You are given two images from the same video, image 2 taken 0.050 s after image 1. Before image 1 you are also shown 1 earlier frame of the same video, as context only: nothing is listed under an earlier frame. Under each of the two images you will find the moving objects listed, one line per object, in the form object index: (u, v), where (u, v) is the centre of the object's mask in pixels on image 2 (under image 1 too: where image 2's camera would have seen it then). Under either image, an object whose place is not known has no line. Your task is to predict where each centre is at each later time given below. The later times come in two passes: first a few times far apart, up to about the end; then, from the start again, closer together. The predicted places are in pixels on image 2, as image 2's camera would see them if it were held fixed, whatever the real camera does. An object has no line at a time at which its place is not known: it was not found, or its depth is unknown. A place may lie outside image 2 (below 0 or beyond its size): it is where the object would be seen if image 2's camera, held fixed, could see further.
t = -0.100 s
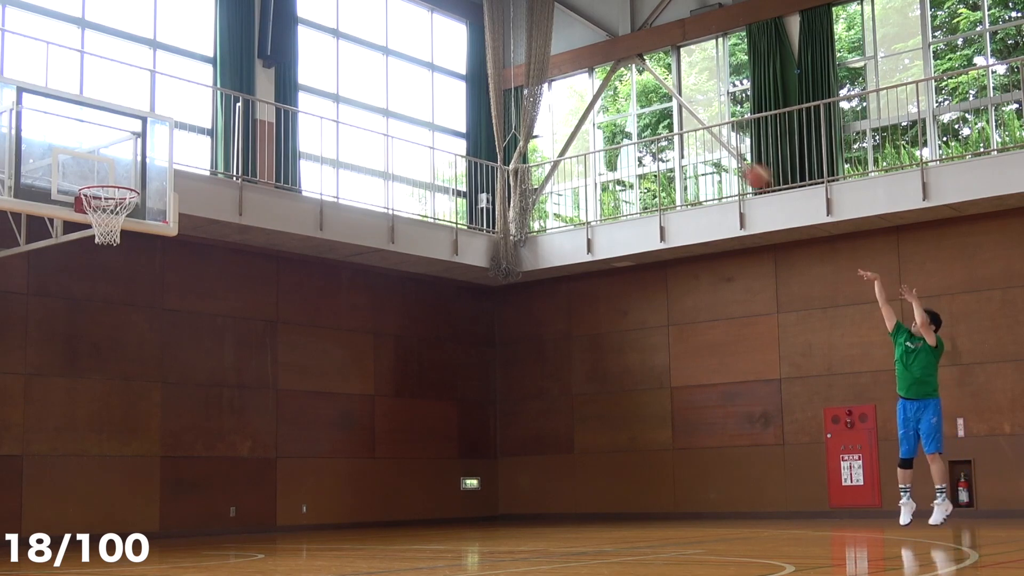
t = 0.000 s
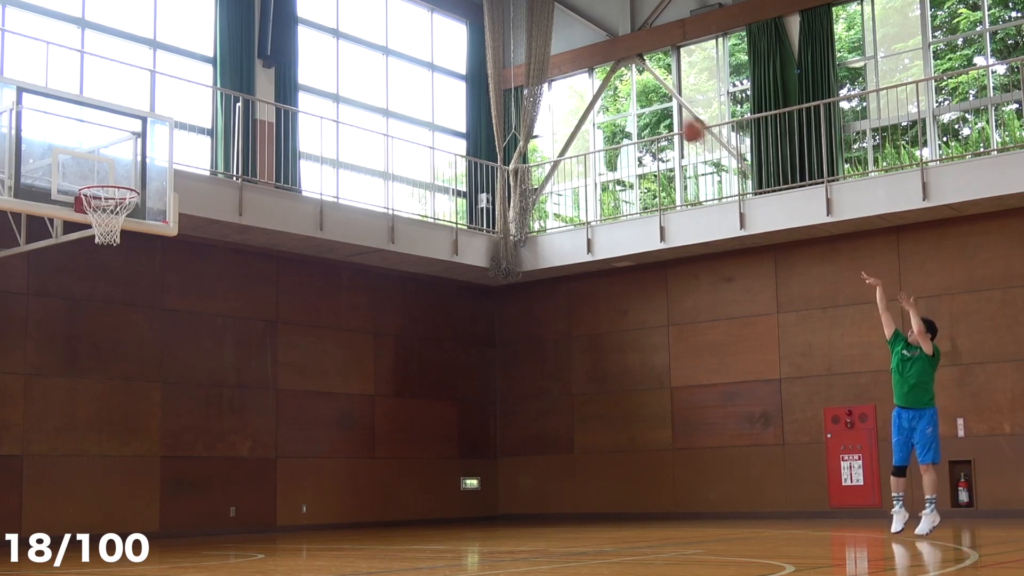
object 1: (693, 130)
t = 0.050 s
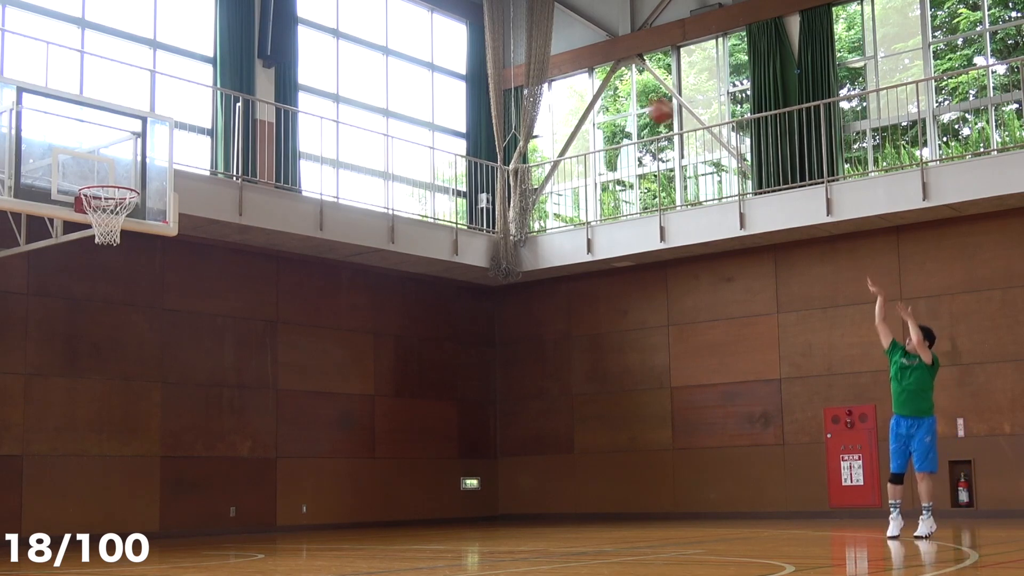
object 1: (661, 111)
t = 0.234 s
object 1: (542, 62)
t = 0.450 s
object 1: (405, 48)
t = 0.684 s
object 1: (251, 87)
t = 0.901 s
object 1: (107, 176)
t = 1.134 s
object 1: (95, 155)
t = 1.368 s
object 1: (143, 159)
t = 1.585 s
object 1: (191, 223)
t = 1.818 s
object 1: (245, 363)
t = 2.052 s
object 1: (297, 522)
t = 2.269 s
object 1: (318, 385)
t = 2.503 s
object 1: (341, 308)
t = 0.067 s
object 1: (651, 105)
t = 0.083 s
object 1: (641, 99)
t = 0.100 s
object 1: (630, 94)
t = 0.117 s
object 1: (619, 89)
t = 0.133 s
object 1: (609, 84)
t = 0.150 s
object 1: (599, 79)
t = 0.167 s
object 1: (587, 74)
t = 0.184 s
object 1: (574, 71)
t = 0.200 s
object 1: (562, 67)
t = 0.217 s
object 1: (553, 64)
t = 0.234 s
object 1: (542, 62)
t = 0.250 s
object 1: (533, 59)
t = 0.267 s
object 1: (522, 56)
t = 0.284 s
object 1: (512, 54)
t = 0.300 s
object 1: (501, 53)
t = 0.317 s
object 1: (490, 50)
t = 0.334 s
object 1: (480, 49)
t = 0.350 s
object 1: (473, 48)
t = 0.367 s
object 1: (461, 47)
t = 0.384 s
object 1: (448, 47)
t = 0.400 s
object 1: (437, 46)
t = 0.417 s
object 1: (427, 47)
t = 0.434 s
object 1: (416, 47)
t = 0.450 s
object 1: (405, 48)
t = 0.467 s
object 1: (394, 48)
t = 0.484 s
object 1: (384, 49)
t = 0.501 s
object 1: (374, 51)
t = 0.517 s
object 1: (363, 53)
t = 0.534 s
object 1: (351, 55)
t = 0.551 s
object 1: (340, 58)
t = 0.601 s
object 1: (305, 67)
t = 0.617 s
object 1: (292, 71)
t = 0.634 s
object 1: (284, 74)
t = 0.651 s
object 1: (274, 78)
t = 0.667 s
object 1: (261, 83)
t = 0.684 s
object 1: (251, 87)
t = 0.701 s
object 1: (241, 92)
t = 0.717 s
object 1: (229, 97)
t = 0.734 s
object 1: (221, 104)
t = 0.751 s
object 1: (208, 111)
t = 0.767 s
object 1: (195, 118)
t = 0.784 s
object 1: (183, 125)
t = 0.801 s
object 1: (173, 131)
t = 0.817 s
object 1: (161, 139)
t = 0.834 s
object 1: (149, 148)
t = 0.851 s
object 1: (138, 156)
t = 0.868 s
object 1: (125, 165)
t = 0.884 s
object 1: (112, 173)
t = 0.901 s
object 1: (107, 176)
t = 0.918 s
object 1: (101, 175)
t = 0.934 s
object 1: (96, 175)
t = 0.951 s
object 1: (92, 175)
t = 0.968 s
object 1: (86, 176)
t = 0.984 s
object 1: (80, 176)
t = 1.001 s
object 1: (76, 176)
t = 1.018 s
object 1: (72, 175)
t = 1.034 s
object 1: (74, 172)
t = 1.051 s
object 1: (78, 168)
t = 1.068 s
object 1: (81, 165)
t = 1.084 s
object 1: (85, 162)
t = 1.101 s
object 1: (88, 159)
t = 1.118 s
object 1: (91, 157)
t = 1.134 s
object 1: (95, 155)
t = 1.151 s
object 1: (98, 153)
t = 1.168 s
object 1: (102, 152)
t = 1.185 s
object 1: (105, 151)
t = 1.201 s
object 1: (108, 150)
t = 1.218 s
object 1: (111, 149)
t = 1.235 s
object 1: (115, 149)
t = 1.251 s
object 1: (119, 149)
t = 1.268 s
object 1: (122, 149)
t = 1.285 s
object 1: (126, 150)
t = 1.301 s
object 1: (130, 151)
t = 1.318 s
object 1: (132, 152)
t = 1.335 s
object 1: (136, 155)
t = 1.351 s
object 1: (140, 157)
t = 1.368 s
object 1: (143, 159)
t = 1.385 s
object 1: (147, 162)
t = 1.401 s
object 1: (150, 165)
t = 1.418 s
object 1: (154, 168)
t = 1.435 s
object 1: (157, 173)
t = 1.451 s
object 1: (162, 177)
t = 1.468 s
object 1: (165, 181)
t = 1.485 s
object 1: (168, 186)
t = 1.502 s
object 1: (172, 191)
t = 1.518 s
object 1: (176, 197)
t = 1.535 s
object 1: (179, 202)
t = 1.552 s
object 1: (183, 209)
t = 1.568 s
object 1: (186, 214)
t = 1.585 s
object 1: (191, 223)
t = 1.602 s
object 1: (194, 231)
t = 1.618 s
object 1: (197, 238)
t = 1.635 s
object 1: (201, 246)
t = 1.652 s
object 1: (205, 254)
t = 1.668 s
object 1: (208, 262)
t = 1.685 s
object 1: (213, 272)
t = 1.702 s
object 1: (216, 281)
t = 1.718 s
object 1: (220, 292)
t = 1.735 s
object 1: (224, 303)
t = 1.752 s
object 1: (229, 314)
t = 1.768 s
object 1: (232, 325)
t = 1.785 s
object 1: (237, 337)
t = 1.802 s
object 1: (240, 349)
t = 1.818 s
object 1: (245, 363)
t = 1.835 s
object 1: (249, 376)
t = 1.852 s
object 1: (252, 390)
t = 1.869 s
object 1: (257, 405)
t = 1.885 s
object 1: (260, 419)
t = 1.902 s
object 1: (264, 434)
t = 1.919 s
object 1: (269, 451)
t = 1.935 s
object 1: (273, 467)
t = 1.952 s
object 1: (277, 484)
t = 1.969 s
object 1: (281, 502)
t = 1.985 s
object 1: (285, 518)
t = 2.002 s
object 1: (290, 534)
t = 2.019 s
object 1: (293, 547)
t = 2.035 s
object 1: (295, 534)
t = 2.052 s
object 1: (297, 522)
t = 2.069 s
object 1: (298, 511)
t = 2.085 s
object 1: (300, 498)
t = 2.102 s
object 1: (301, 485)
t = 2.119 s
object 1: (303, 474)
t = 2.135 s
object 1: (305, 462)
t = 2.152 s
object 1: (307, 452)
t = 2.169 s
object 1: (308, 441)
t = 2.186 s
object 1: (310, 430)
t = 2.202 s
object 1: (311, 421)
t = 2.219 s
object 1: (313, 411)
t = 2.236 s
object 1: (315, 402)
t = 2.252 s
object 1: (316, 394)
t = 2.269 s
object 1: (318, 385)
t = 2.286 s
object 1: (319, 377)
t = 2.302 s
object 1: (322, 370)
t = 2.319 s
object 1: (323, 362)
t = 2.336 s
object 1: (325, 356)
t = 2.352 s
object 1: (327, 349)
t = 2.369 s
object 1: (328, 343)
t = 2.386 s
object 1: (330, 337)
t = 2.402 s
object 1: (332, 332)
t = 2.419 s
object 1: (333, 327)
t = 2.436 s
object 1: (335, 323)
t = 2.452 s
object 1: (337, 318)
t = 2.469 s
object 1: (338, 315)
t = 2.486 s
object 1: (340, 311)
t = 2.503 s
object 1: (341, 308)
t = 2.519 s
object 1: (343, 306)
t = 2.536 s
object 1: (345, 303)
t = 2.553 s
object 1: (346, 301)
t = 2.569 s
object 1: (348, 300)
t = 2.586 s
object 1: (349, 298)
